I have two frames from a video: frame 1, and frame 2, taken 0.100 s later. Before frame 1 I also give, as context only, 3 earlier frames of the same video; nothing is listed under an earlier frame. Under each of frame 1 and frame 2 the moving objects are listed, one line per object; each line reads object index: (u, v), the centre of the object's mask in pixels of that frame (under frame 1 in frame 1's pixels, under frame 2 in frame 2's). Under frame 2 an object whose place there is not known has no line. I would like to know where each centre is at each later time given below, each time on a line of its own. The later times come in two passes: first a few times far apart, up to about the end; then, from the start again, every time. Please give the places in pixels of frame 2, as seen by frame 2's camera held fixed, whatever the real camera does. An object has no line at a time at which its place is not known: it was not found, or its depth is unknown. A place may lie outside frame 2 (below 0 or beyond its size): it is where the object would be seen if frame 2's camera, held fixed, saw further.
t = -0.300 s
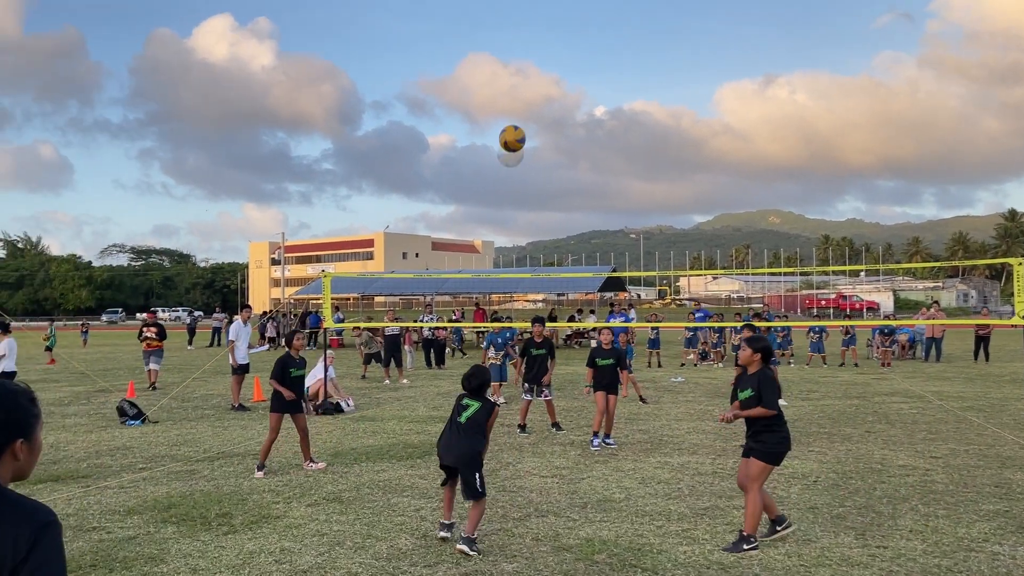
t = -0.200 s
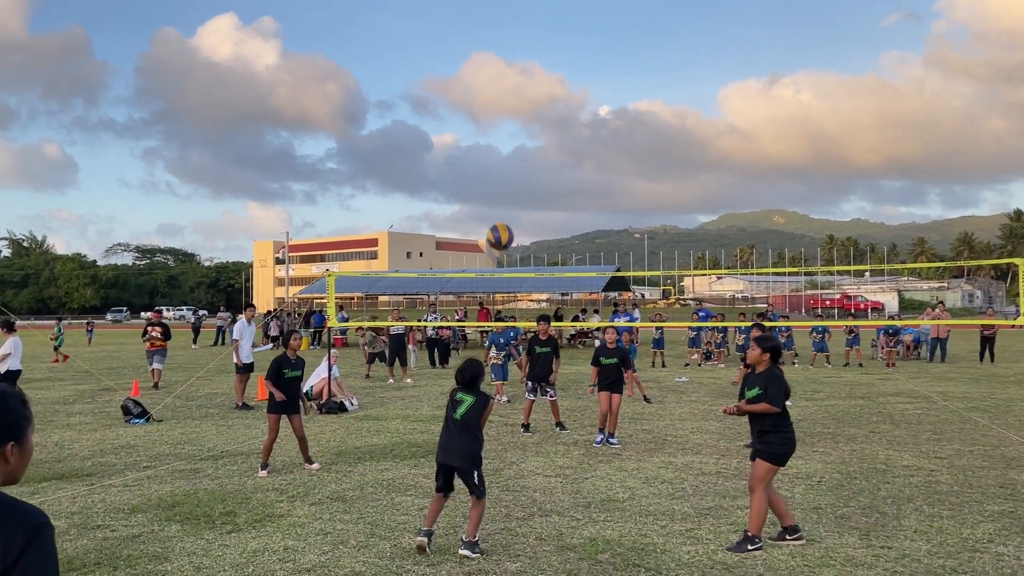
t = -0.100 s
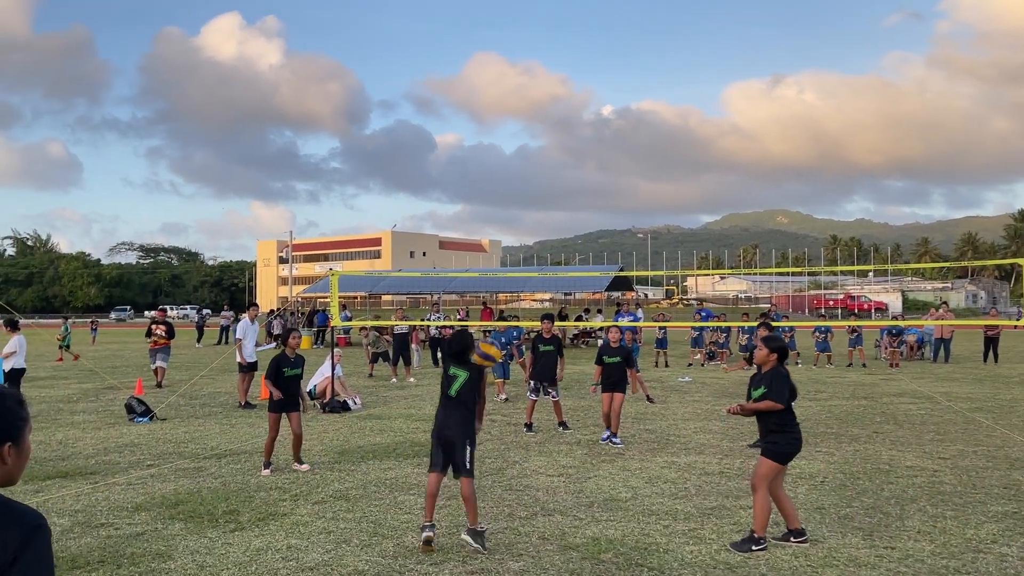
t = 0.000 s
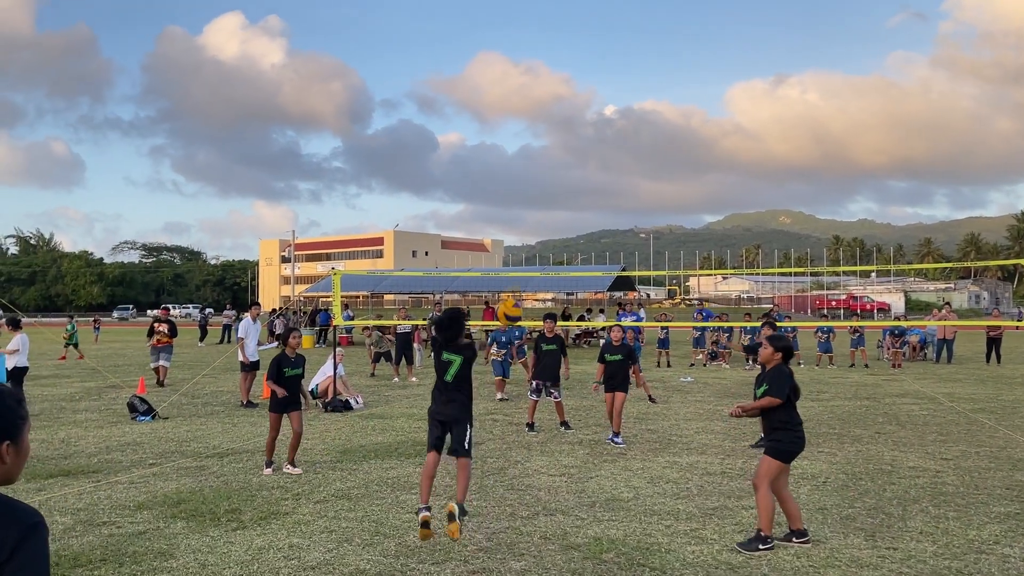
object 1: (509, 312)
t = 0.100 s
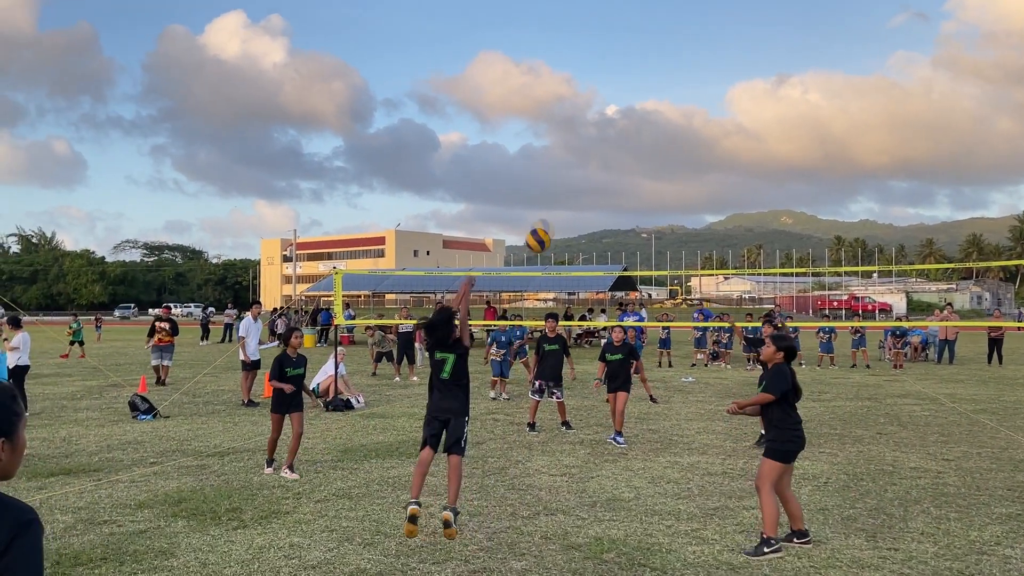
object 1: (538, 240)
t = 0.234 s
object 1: (569, 178)
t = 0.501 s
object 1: (617, 138)
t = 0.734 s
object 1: (647, 165)
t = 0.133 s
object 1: (546, 222)
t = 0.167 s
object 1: (555, 204)
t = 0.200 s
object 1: (562, 191)
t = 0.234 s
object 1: (569, 178)
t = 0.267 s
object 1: (576, 168)
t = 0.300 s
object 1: (582, 159)
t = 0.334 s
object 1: (589, 152)
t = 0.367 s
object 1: (595, 146)
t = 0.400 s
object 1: (601, 142)
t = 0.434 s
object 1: (606, 140)
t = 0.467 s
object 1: (611, 138)
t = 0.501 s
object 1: (617, 138)
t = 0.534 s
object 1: (621, 138)
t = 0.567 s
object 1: (626, 141)
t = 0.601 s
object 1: (631, 143)
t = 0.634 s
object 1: (635, 148)
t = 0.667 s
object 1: (639, 152)
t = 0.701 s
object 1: (643, 158)
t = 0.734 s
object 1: (647, 165)
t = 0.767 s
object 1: (651, 172)
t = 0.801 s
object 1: (655, 179)
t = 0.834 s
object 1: (658, 189)
